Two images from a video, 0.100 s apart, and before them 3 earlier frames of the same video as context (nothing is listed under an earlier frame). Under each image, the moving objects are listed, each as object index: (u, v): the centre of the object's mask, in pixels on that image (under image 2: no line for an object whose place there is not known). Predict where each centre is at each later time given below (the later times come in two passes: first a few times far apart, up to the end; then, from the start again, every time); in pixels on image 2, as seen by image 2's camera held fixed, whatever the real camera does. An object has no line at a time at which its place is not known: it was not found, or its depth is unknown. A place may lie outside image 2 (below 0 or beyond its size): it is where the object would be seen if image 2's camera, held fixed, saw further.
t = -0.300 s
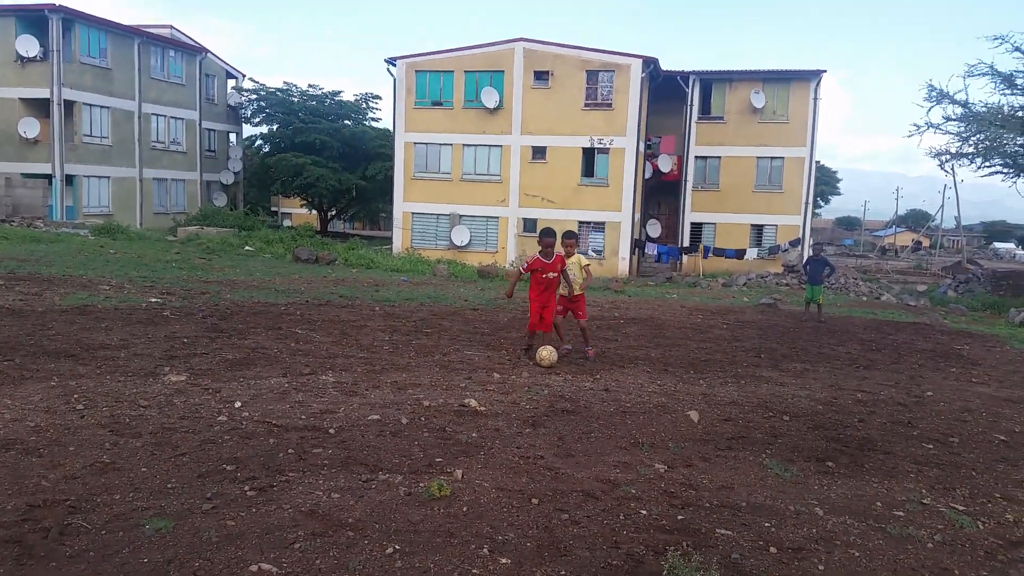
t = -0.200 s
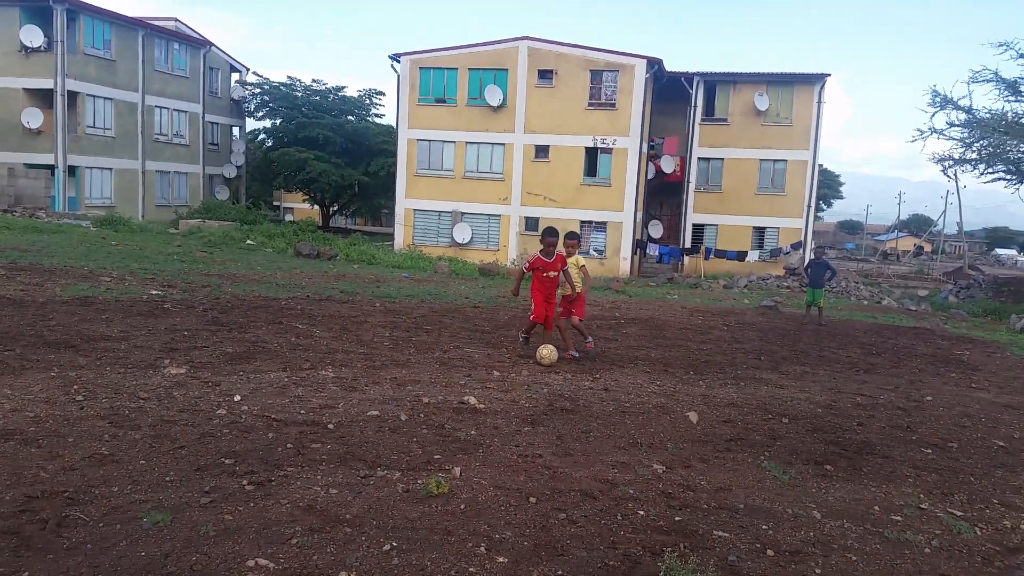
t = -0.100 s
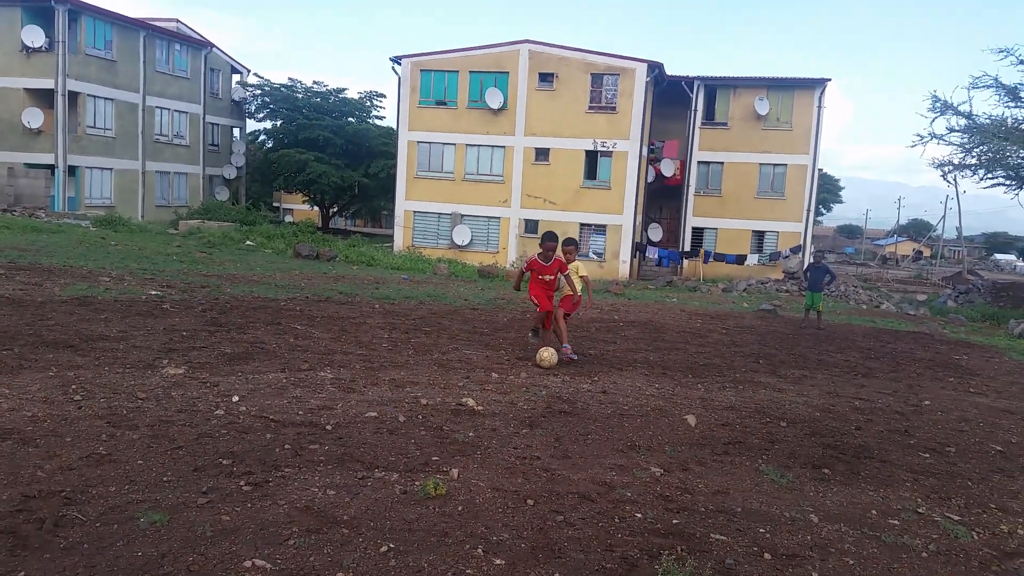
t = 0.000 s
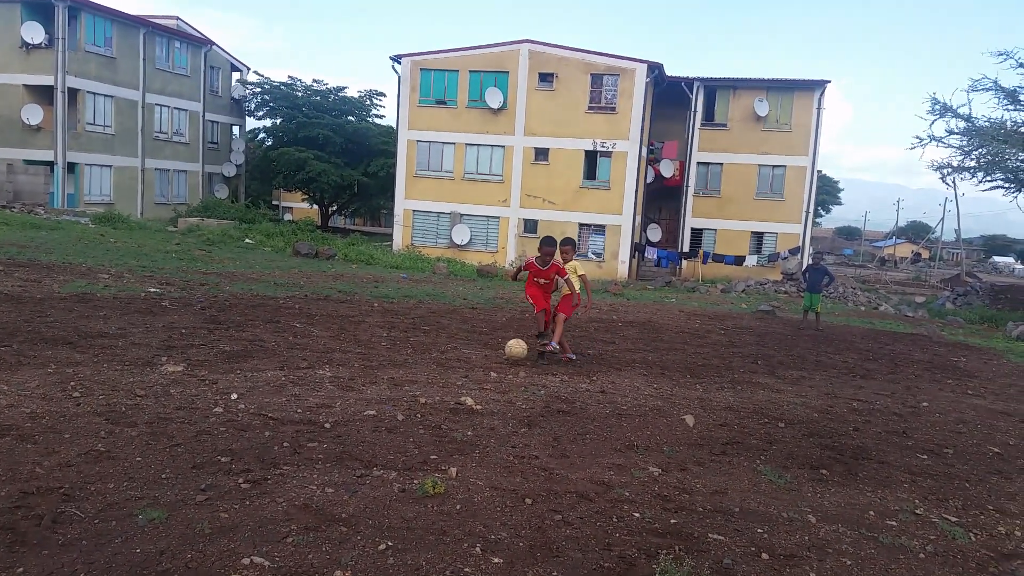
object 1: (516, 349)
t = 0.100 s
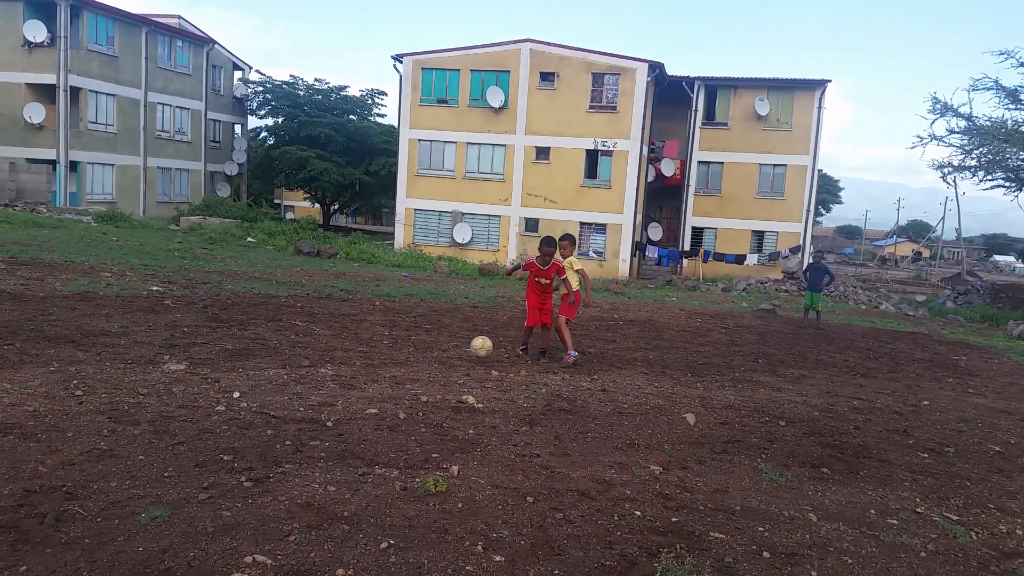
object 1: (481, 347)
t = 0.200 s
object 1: (448, 349)
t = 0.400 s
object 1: (394, 347)
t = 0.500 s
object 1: (367, 350)
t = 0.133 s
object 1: (469, 349)
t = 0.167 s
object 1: (457, 351)
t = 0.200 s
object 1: (448, 349)
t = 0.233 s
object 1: (440, 348)
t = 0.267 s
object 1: (431, 348)
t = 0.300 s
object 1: (421, 347)
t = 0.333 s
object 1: (412, 351)
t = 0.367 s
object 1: (403, 349)
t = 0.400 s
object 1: (394, 347)
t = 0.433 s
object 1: (385, 346)
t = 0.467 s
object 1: (376, 347)
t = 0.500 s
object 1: (367, 350)
